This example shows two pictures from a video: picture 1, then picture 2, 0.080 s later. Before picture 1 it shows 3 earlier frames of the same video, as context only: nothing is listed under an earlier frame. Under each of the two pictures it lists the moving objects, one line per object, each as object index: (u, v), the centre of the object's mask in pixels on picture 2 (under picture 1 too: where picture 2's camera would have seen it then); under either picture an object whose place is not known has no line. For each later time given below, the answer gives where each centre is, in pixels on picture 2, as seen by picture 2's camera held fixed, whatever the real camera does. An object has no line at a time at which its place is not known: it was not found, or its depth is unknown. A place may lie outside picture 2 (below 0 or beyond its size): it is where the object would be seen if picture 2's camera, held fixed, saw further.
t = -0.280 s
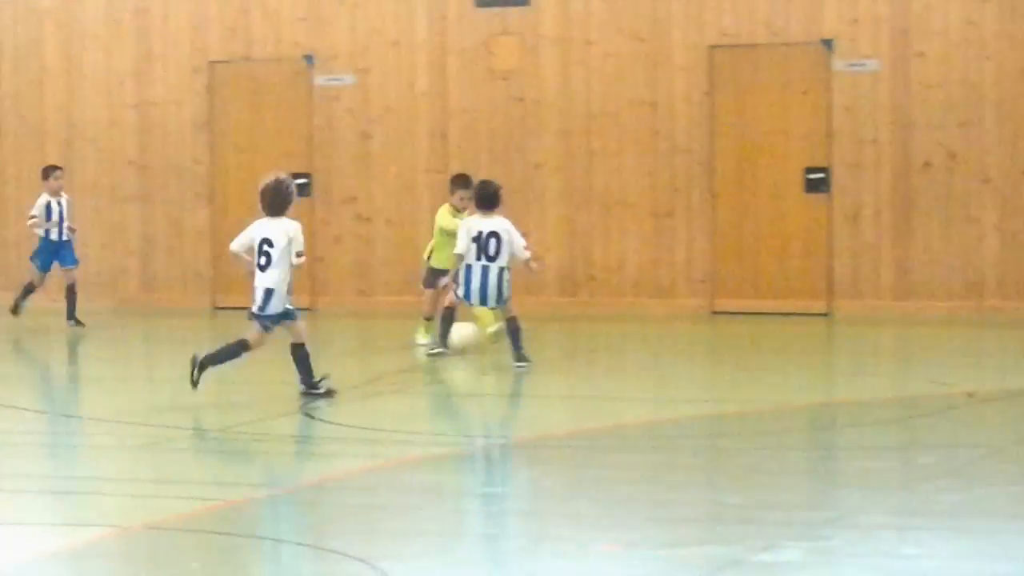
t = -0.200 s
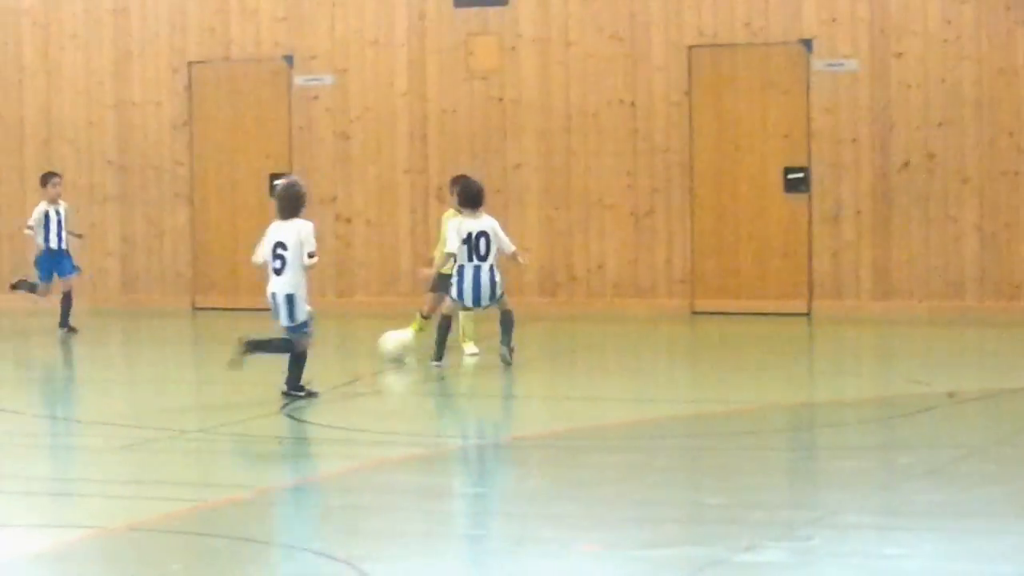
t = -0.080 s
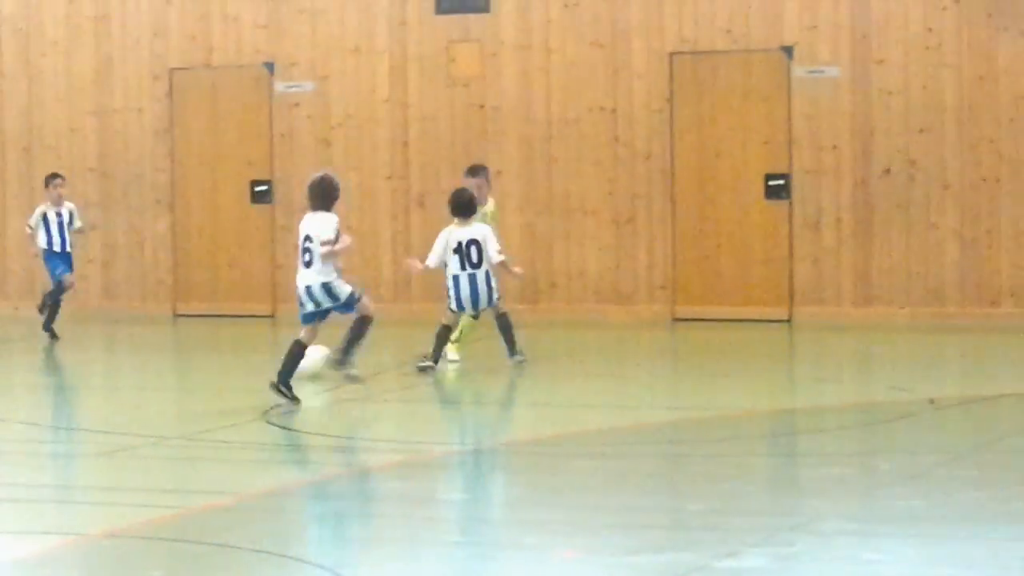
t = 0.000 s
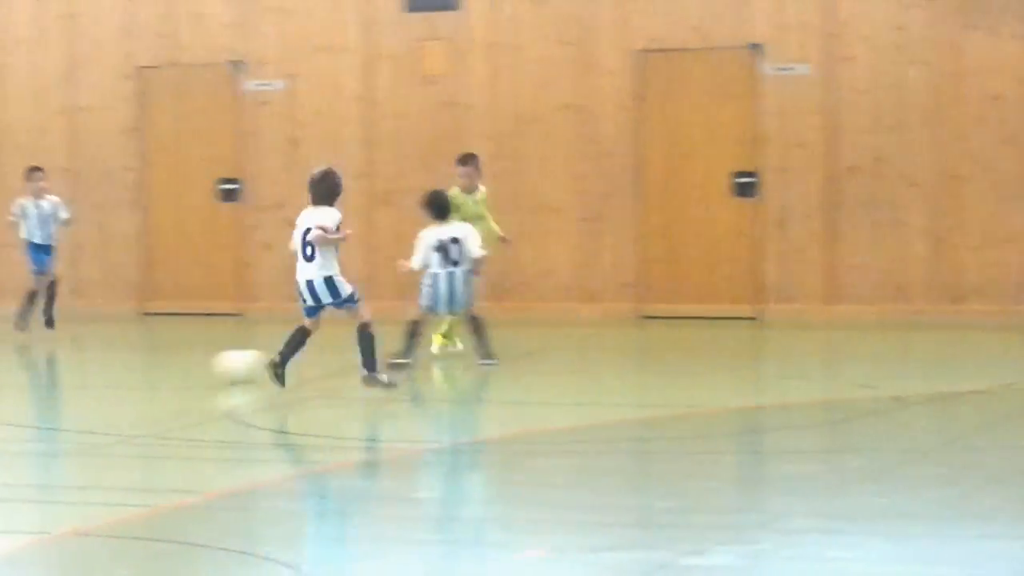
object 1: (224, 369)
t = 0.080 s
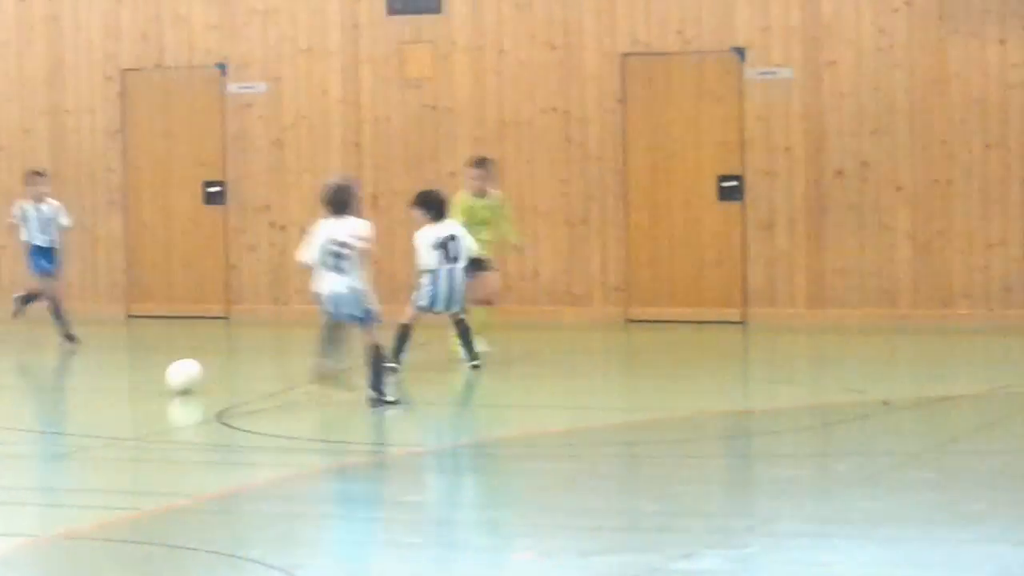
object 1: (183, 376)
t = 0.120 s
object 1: (161, 380)
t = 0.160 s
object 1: (141, 383)
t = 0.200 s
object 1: (122, 386)
